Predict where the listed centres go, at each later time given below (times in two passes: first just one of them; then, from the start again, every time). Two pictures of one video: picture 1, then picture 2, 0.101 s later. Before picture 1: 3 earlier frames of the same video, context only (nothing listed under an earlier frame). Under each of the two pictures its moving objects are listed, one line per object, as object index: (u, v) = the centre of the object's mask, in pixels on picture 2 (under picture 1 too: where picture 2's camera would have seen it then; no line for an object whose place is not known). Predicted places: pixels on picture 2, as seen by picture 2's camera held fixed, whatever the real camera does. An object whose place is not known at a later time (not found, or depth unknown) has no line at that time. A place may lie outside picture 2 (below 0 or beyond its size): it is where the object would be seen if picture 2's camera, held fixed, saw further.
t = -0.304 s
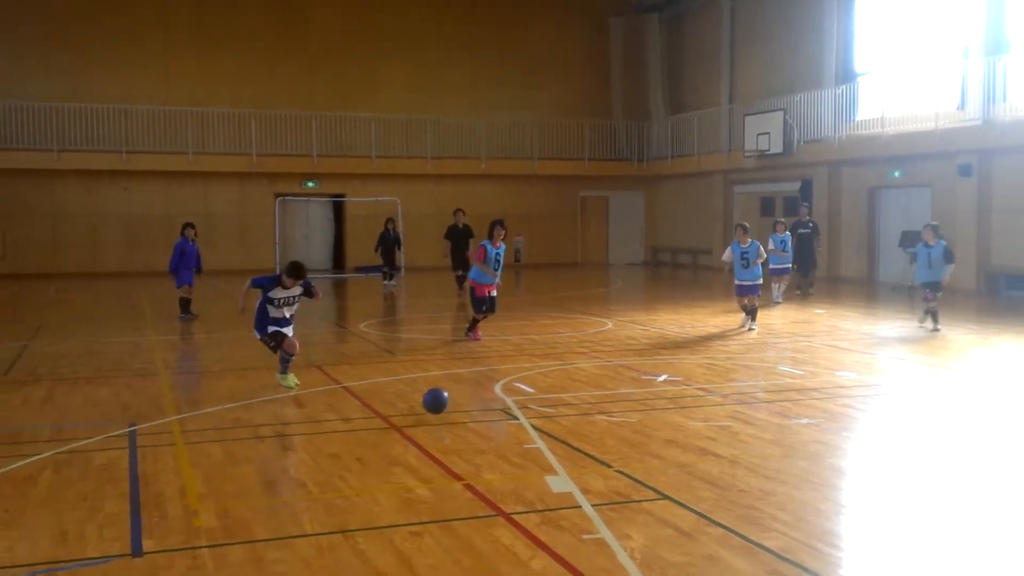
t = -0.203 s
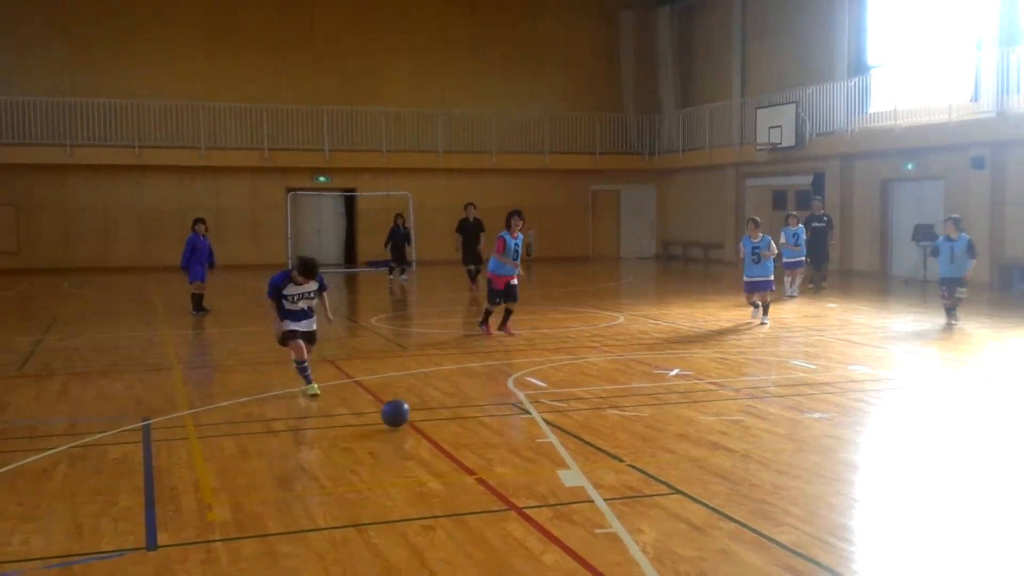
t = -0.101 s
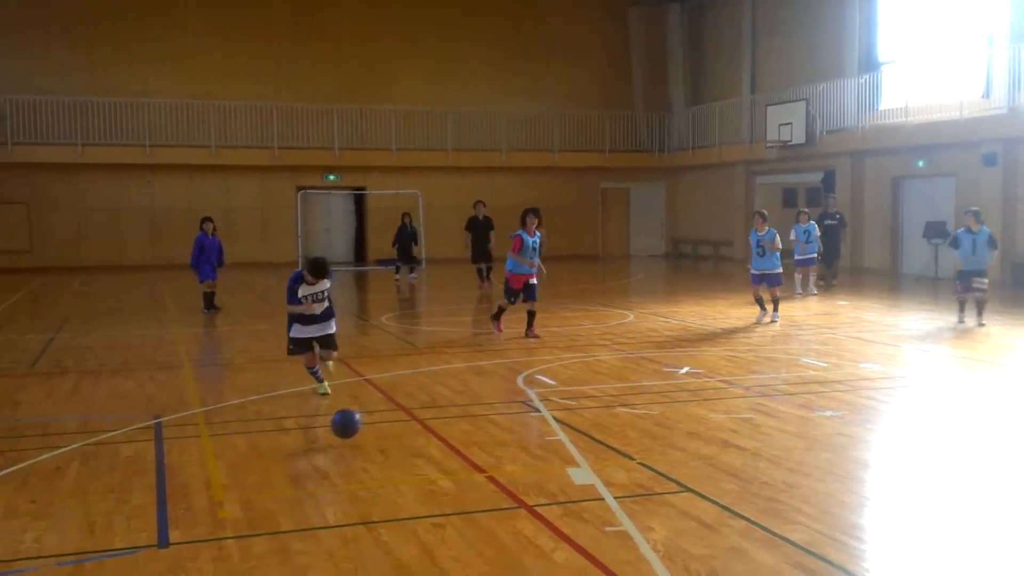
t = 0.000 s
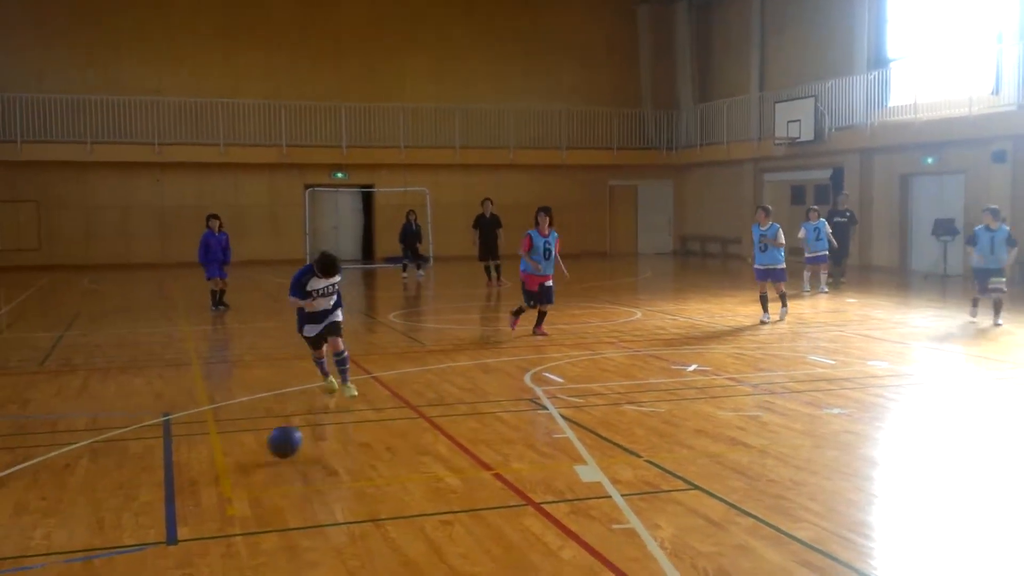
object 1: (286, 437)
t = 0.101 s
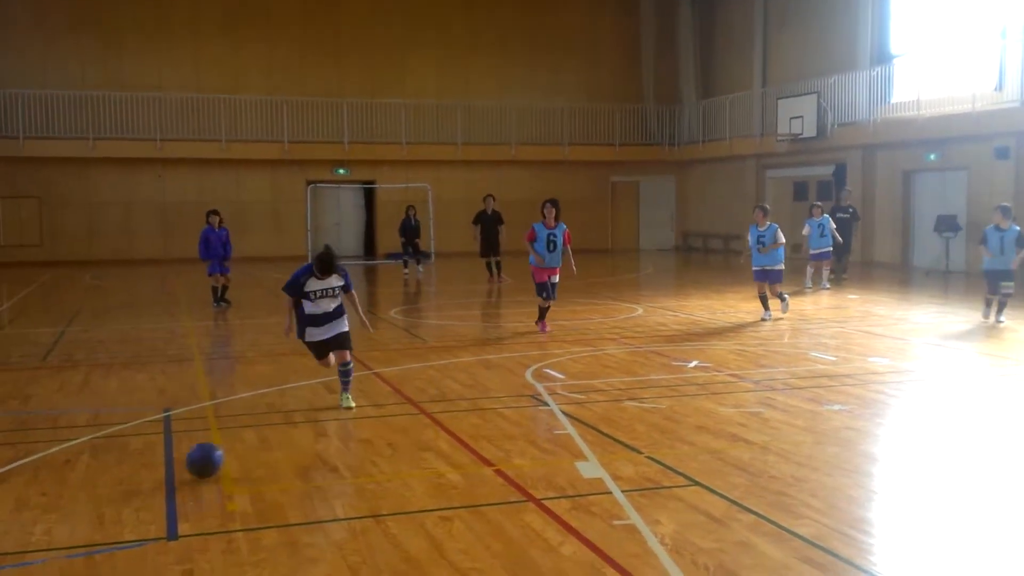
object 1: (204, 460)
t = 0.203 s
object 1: (109, 486)
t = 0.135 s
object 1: (176, 465)
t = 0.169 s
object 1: (144, 473)
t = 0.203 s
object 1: (109, 486)
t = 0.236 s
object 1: (75, 493)
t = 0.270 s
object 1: (37, 500)
